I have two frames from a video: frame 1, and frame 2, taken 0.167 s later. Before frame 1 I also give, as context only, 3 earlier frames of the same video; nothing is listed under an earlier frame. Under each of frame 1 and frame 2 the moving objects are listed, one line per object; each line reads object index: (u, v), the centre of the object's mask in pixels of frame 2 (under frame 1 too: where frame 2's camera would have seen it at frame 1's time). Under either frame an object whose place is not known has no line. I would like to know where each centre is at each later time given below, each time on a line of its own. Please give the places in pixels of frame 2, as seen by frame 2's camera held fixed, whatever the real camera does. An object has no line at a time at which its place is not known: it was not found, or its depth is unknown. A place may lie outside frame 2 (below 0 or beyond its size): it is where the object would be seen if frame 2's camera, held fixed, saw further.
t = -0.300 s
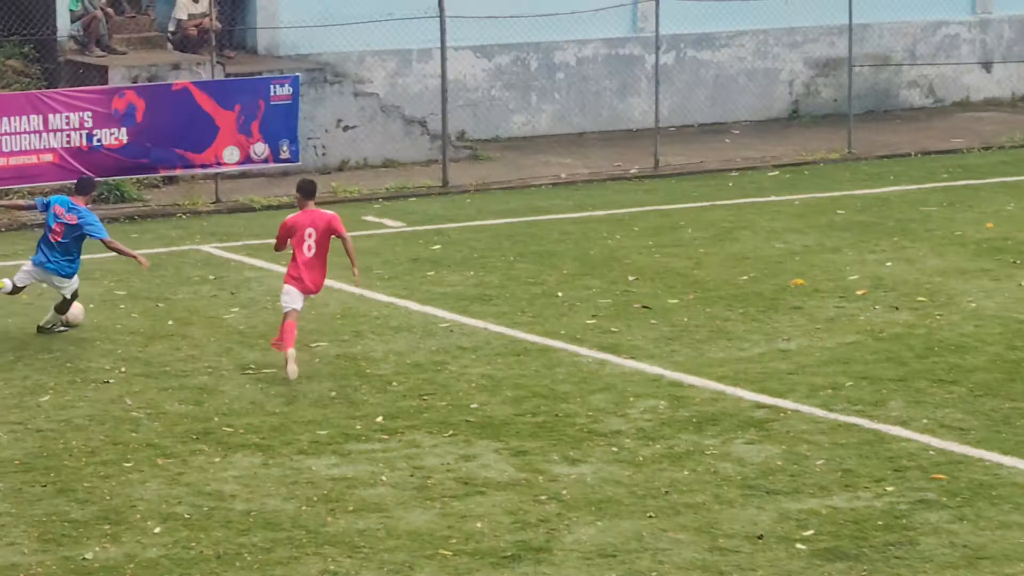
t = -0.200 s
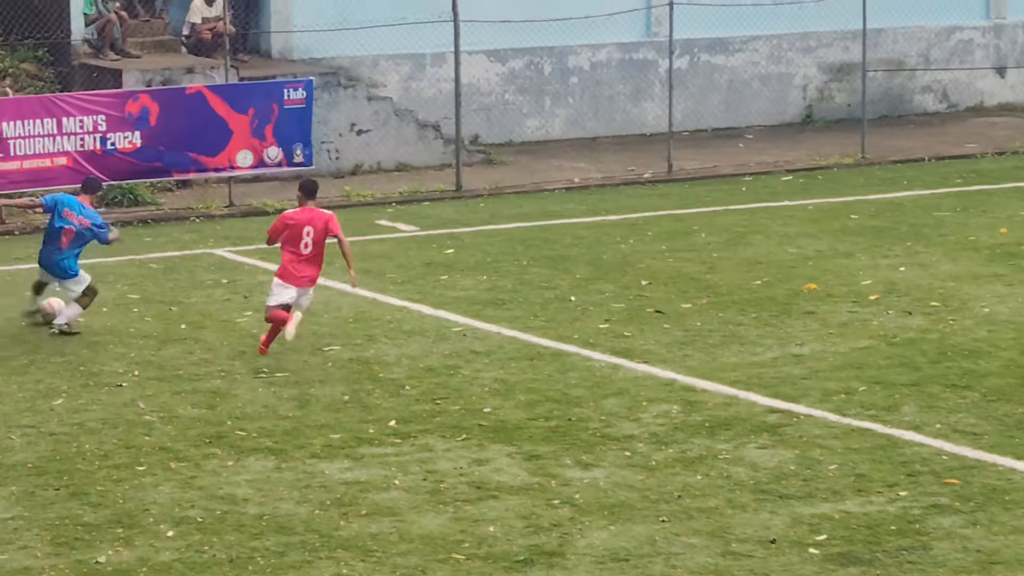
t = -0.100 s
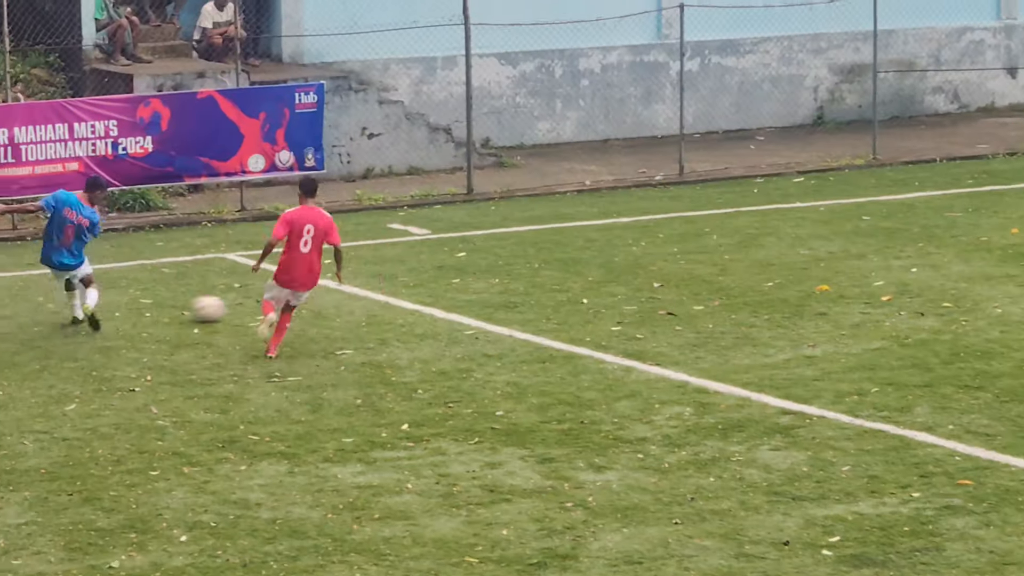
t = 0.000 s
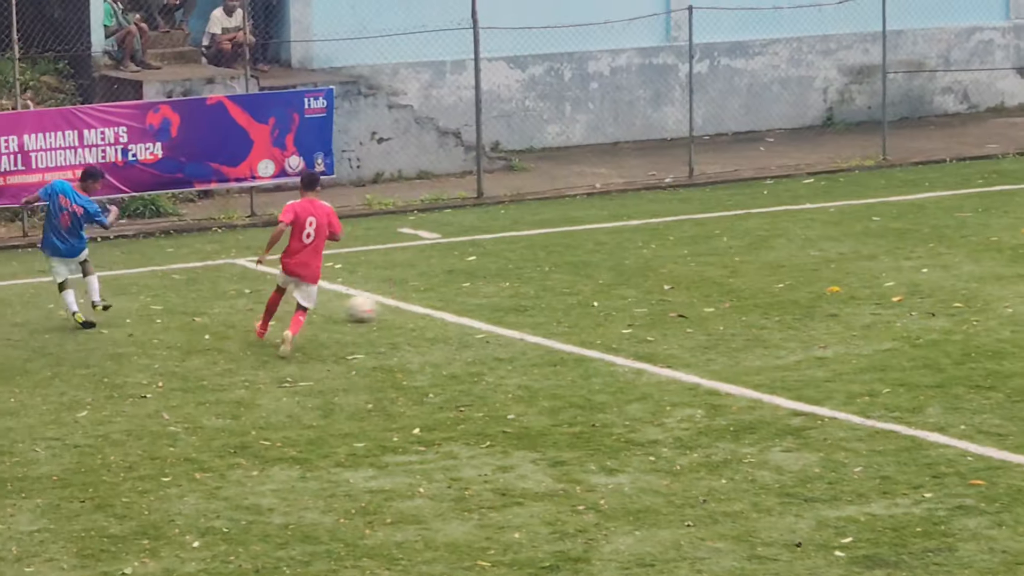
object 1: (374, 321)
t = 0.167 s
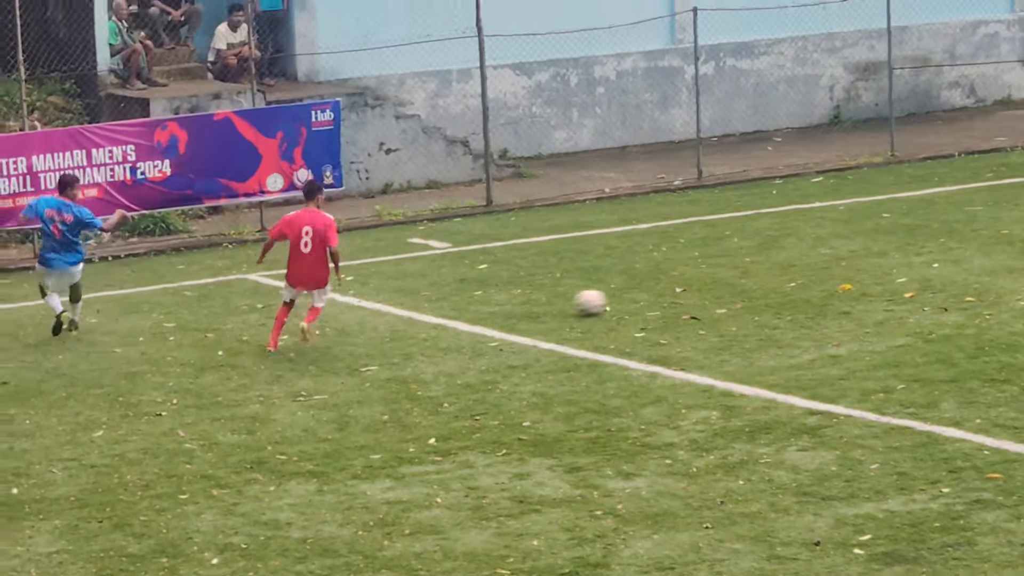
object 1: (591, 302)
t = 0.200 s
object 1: (631, 299)
